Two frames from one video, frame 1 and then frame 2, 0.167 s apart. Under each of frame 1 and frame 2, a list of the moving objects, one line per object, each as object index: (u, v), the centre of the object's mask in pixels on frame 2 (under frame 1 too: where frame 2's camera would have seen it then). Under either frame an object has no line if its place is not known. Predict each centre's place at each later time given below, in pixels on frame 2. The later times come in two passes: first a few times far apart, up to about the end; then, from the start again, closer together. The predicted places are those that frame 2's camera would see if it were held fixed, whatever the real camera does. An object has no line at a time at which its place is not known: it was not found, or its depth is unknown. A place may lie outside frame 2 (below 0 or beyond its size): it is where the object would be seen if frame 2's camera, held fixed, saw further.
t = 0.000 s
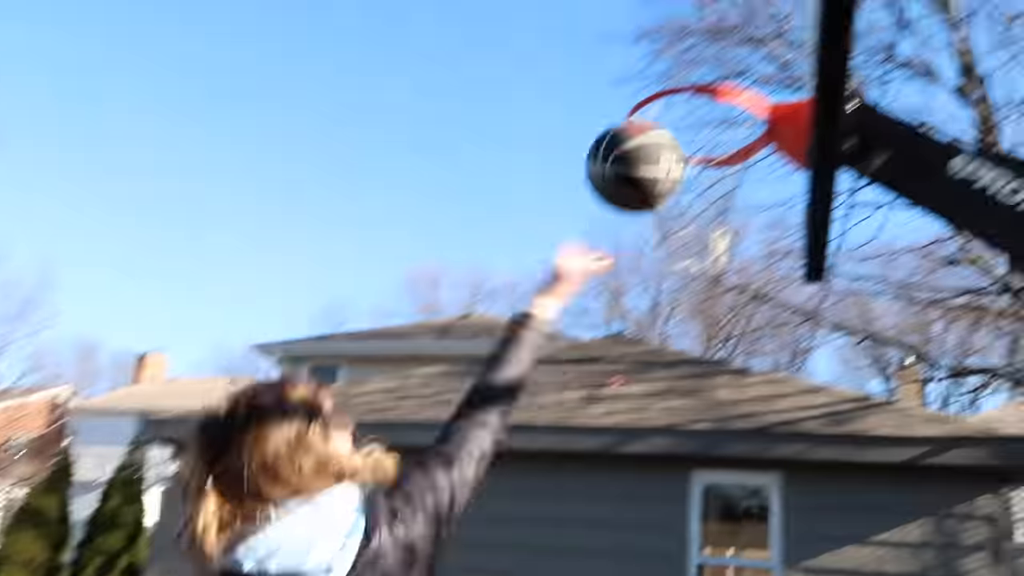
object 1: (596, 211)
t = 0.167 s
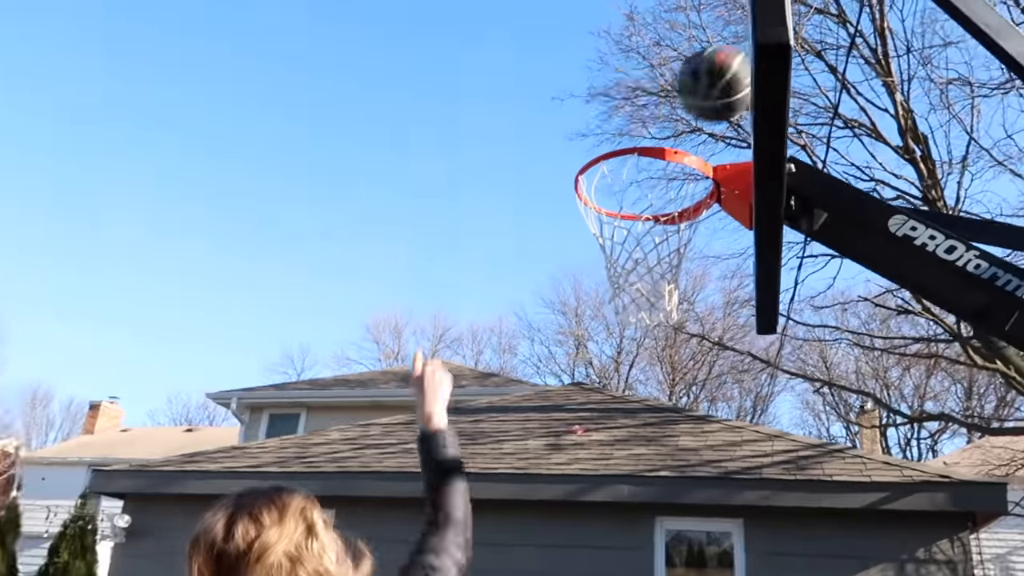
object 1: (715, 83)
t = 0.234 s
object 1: (699, 75)
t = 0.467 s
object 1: (587, 139)
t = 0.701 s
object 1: (586, 169)
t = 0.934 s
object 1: (594, 208)
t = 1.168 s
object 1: (598, 335)
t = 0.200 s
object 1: (715, 77)
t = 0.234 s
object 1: (699, 75)
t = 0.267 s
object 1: (680, 77)
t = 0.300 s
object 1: (662, 83)
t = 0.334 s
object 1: (646, 90)
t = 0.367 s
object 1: (630, 100)
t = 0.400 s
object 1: (616, 112)
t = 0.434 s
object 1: (602, 126)
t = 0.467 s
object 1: (587, 139)
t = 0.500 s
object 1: (581, 152)
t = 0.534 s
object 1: (579, 149)
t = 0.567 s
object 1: (579, 150)
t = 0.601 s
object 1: (583, 159)
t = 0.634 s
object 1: (583, 166)
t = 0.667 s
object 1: (584, 169)
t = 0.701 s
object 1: (586, 169)
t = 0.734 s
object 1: (587, 172)
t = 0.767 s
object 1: (589, 177)
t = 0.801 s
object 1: (591, 184)
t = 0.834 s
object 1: (591, 187)
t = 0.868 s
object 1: (592, 192)
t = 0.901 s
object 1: (593, 199)
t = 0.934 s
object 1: (594, 208)
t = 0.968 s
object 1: (594, 220)
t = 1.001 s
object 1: (595, 233)
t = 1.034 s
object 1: (596, 247)
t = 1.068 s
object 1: (596, 265)
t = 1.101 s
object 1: (597, 285)
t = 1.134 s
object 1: (598, 310)
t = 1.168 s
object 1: (598, 335)
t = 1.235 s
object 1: (600, 392)
